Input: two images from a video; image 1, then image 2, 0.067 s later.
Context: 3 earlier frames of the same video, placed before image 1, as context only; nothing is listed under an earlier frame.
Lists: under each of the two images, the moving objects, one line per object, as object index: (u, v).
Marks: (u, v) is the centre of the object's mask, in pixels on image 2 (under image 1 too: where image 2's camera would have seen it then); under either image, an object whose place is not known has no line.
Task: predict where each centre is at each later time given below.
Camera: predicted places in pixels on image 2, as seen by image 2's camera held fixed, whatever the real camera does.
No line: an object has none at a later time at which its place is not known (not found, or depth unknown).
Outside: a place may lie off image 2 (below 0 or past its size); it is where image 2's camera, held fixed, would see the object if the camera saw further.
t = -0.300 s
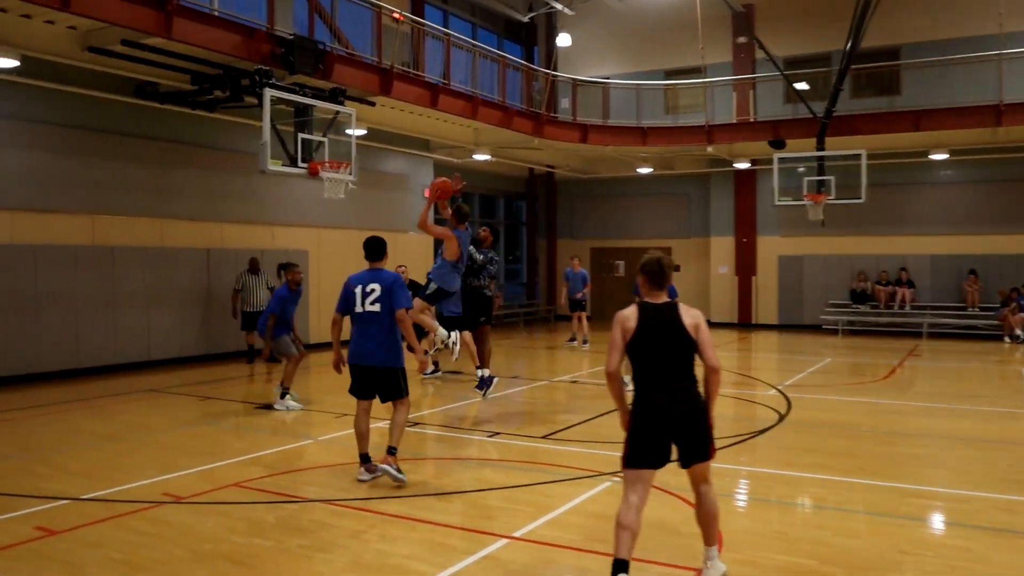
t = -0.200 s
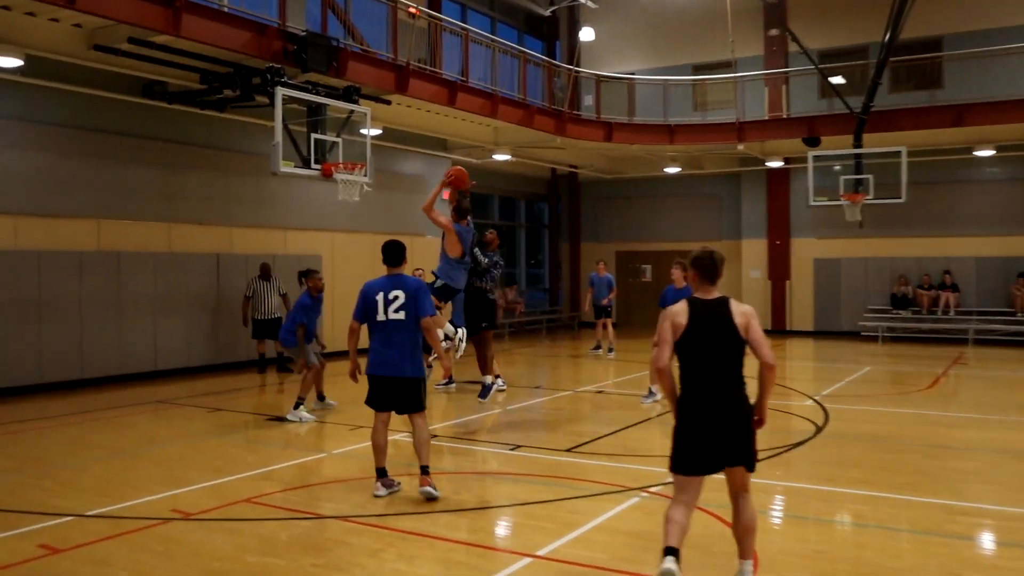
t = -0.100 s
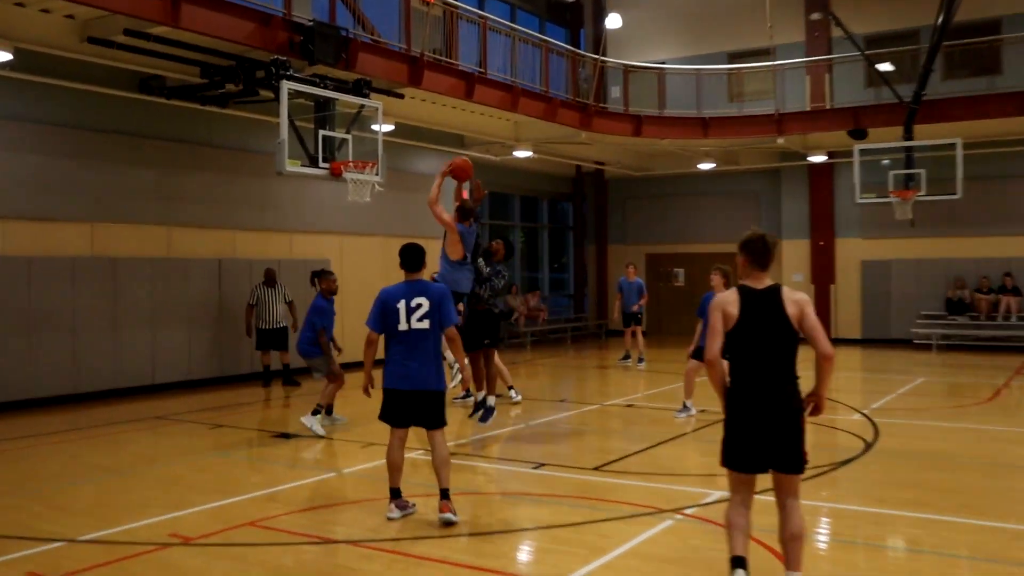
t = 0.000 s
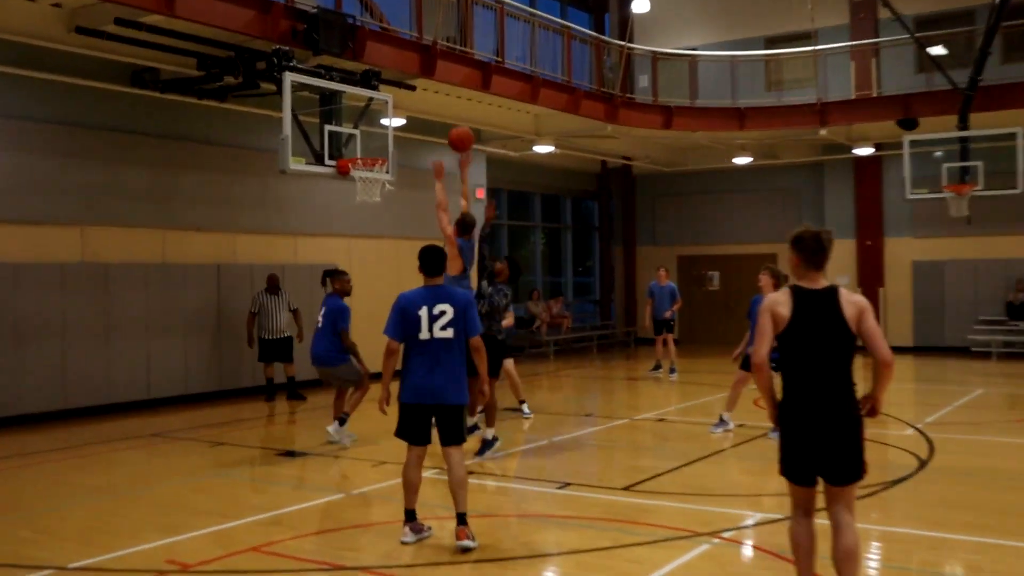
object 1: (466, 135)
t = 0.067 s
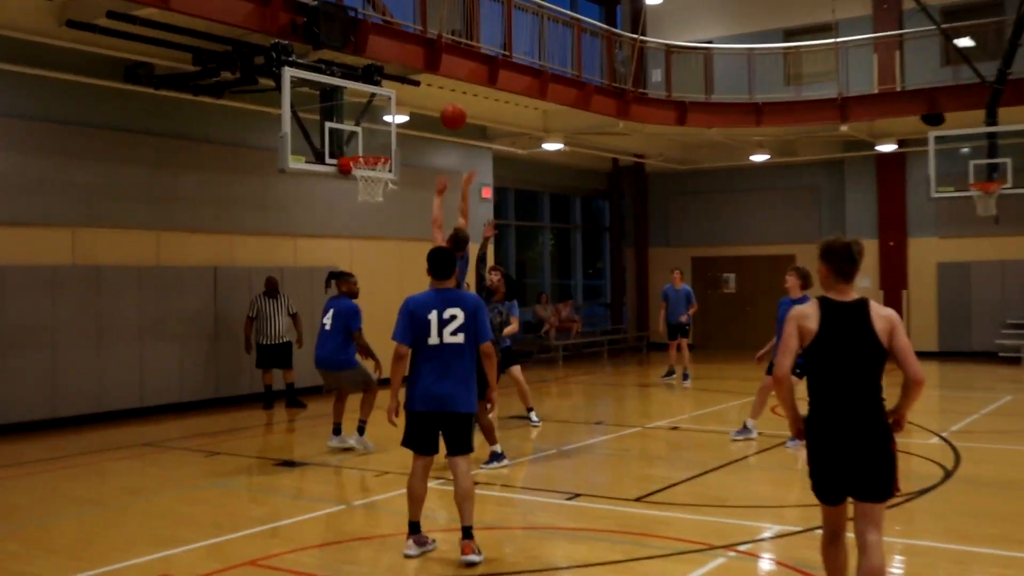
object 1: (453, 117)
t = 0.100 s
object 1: (447, 108)
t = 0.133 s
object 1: (441, 102)
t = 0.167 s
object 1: (434, 97)
